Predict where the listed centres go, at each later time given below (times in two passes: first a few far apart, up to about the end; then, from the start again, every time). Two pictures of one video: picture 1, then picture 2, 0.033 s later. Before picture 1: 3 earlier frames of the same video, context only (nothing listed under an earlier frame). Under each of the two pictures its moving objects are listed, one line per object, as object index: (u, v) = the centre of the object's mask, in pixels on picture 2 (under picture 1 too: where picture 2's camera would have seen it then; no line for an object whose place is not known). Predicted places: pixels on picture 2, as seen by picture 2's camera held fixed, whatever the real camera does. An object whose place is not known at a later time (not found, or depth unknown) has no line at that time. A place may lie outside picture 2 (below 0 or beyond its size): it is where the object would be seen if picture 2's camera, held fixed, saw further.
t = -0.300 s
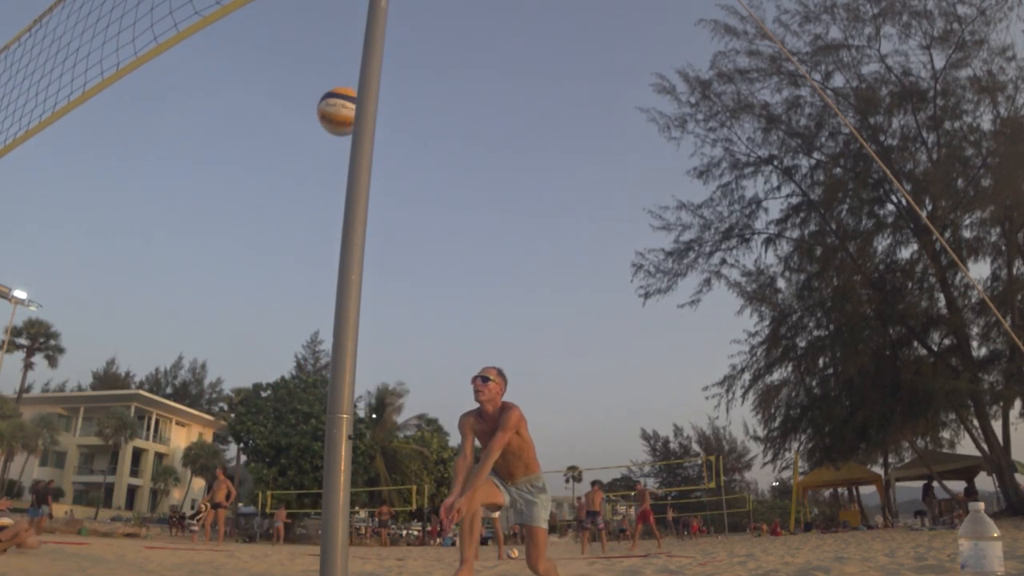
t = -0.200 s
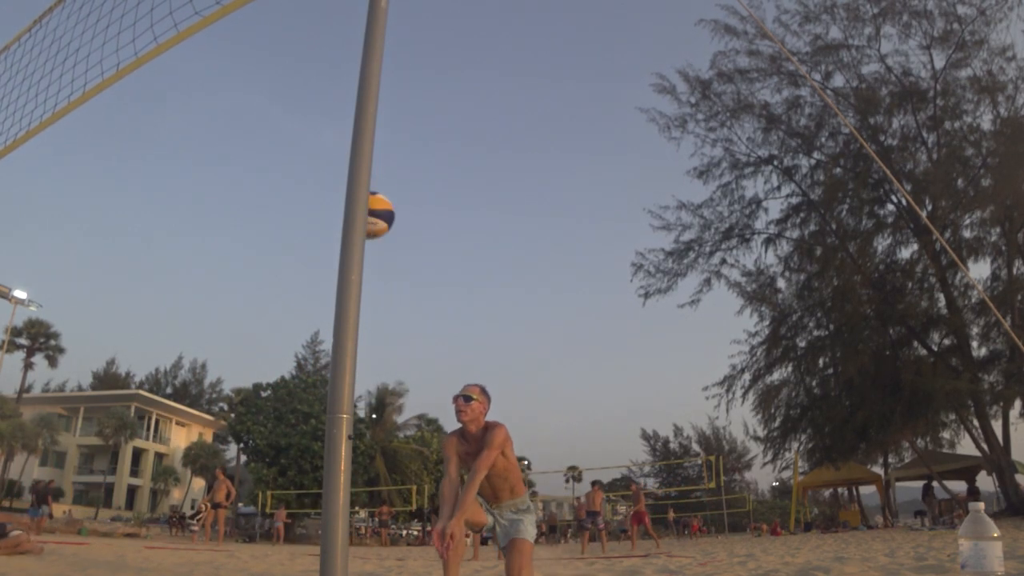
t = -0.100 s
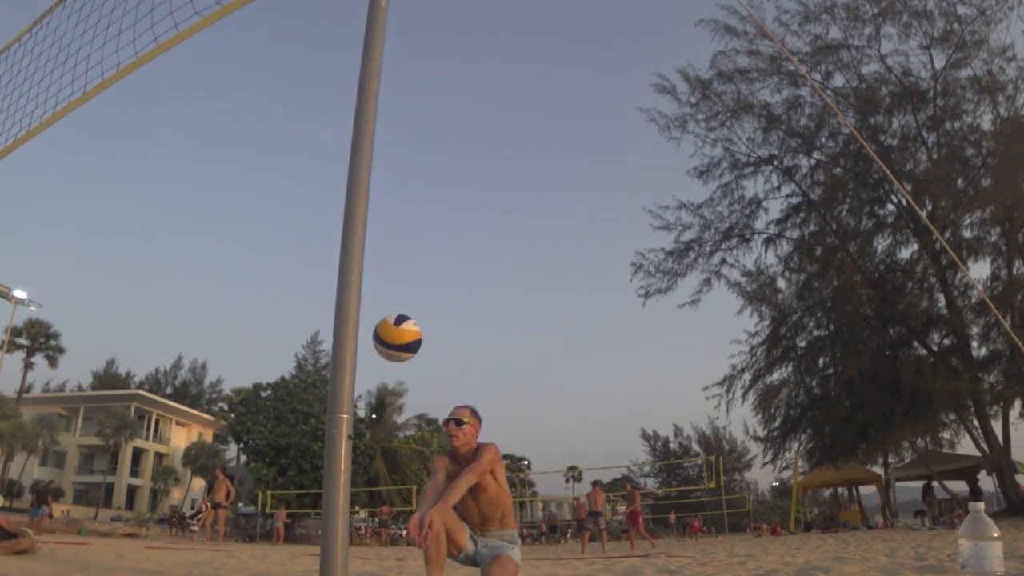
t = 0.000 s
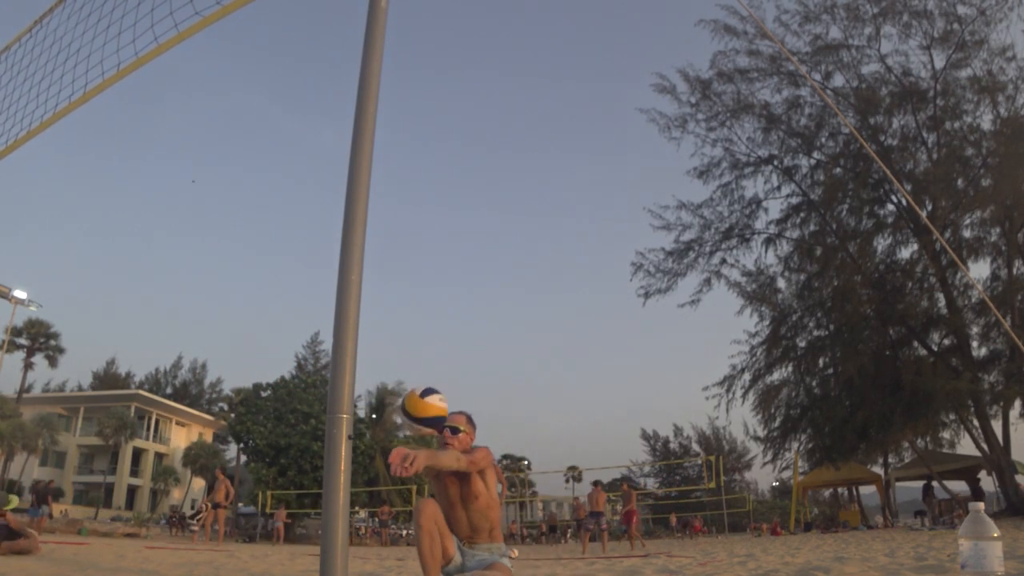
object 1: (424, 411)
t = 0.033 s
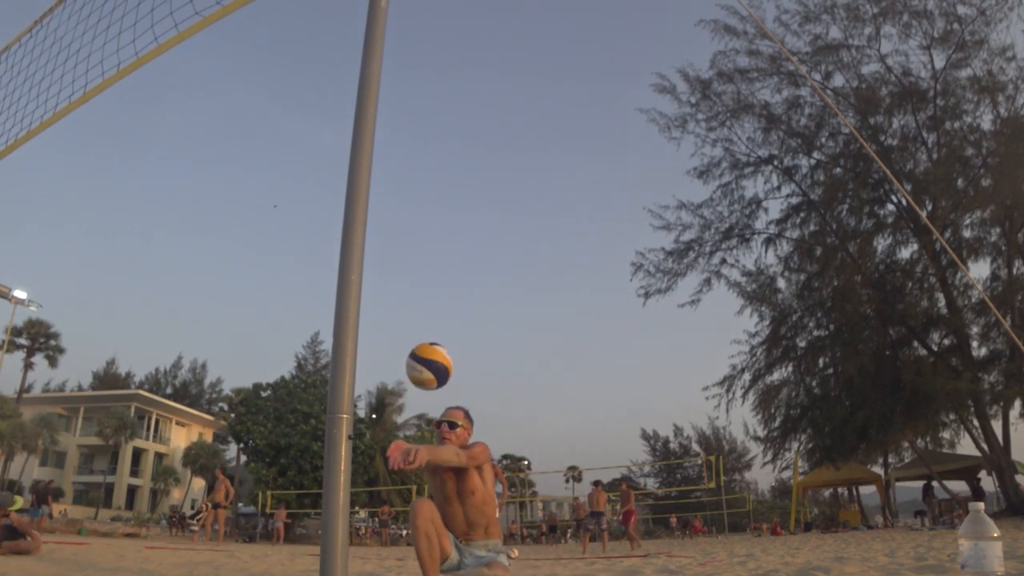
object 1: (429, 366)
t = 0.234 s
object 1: (455, 188)
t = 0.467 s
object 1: (474, 109)
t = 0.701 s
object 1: (488, 115)
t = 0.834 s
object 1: (495, 149)
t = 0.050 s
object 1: (431, 345)
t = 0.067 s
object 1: (434, 326)
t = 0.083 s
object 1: (436, 308)
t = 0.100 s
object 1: (439, 291)
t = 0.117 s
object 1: (441, 275)
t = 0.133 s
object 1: (443, 259)
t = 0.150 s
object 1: (446, 245)
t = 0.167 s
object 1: (448, 233)
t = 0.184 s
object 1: (450, 220)
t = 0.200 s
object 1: (452, 208)
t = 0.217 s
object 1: (454, 198)
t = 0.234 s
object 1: (455, 188)
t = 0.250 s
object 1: (457, 179)
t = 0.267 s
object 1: (459, 170)
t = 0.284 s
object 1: (460, 162)
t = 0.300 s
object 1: (462, 155)
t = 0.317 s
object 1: (464, 148)
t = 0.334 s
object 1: (465, 142)
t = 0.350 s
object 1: (466, 137)
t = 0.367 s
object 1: (467, 132)
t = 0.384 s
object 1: (468, 127)
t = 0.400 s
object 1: (469, 122)
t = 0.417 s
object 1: (470, 119)
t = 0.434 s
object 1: (472, 115)
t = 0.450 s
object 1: (473, 112)
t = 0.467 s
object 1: (474, 109)
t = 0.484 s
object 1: (475, 108)
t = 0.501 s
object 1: (476, 106)
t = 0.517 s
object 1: (477, 105)
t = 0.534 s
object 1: (478, 104)
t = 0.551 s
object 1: (479, 104)
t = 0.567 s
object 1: (480, 104)
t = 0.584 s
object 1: (481, 104)
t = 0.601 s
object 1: (482, 104)
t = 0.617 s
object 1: (483, 105)
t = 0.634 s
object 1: (484, 106)
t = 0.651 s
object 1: (485, 108)
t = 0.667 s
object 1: (486, 110)
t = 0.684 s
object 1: (487, 112)
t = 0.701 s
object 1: (488, 115)
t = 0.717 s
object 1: (489, 118)
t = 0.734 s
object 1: (490, 121)
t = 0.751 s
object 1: (491, 125)
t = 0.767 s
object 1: (492, 130)
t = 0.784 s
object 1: (493, 134)
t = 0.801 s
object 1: (494, 139)
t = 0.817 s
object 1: (495, 144)
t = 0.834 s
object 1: (495, 149)
